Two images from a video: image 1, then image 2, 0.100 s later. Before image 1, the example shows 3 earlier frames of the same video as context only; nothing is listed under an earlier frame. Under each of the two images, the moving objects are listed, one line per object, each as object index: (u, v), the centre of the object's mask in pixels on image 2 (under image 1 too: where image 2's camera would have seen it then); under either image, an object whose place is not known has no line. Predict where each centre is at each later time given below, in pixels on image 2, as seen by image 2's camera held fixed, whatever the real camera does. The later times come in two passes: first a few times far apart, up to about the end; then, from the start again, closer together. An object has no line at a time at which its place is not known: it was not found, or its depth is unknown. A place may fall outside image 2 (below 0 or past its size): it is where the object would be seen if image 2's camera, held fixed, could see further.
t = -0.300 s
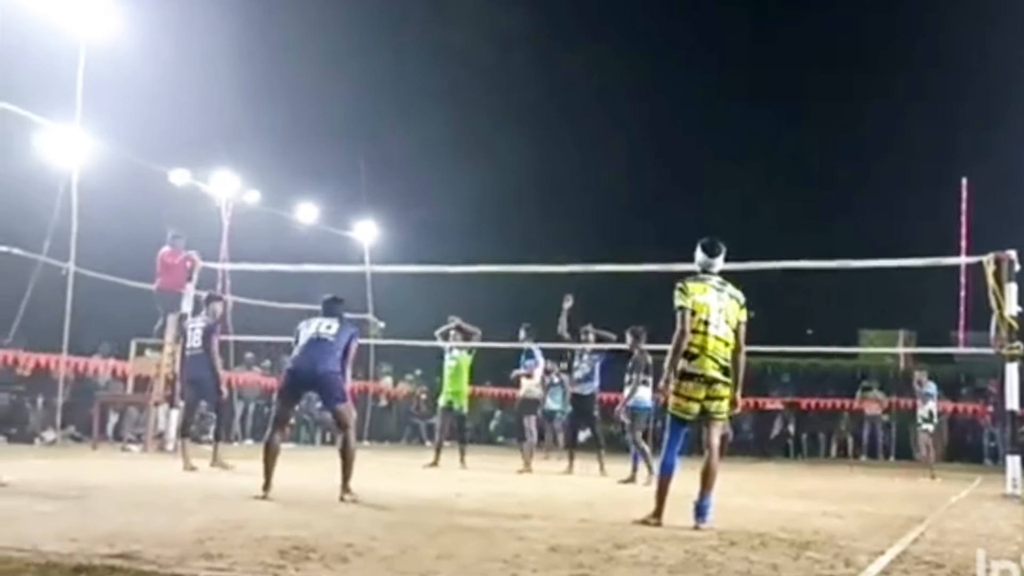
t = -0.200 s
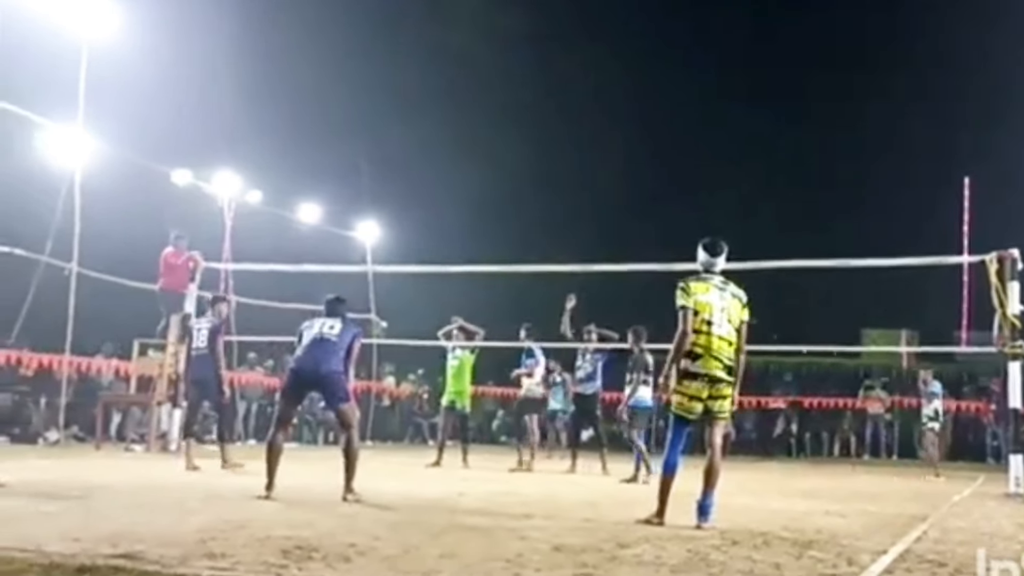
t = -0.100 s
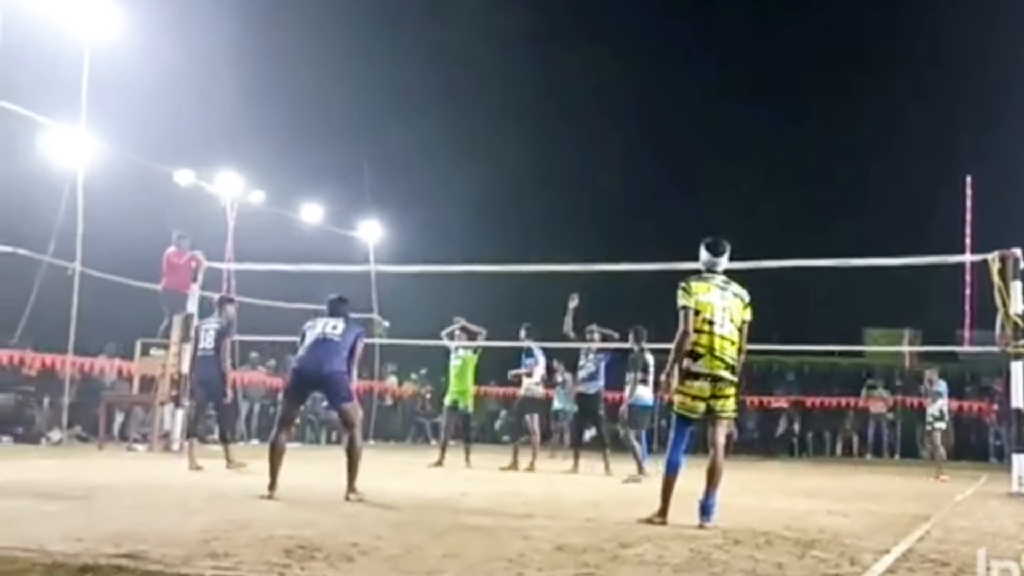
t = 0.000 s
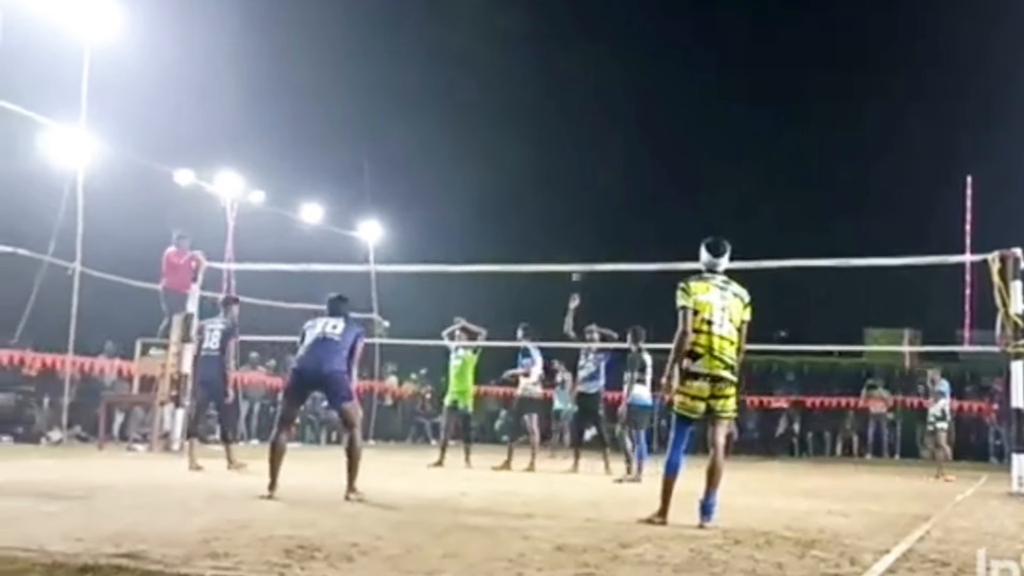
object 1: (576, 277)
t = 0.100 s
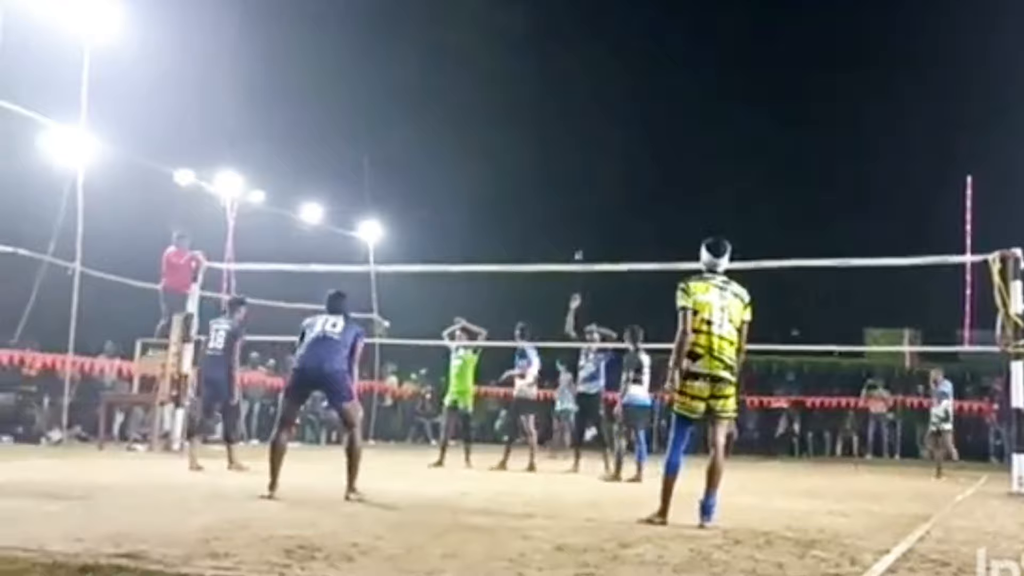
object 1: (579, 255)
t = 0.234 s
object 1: (580, 234)
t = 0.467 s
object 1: (583, 215)
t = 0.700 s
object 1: (586, 221)
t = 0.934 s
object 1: (586, 252)
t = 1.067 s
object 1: (588, 281)
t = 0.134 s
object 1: (579, 249)
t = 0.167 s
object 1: (580, 243)
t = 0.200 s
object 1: (580, 239)
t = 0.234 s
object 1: (580, 234)
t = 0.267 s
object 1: (581, 229)
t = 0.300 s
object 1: (582, 226)
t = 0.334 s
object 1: (582, 223)
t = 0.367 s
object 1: (583, 220)
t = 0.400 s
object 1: (583, 218)
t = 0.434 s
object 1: (584, 217)
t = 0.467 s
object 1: (583, 215)
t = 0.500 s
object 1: (584, 215)
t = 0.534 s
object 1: (584, 214)
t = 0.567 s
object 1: (585, 214)
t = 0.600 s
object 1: (585, 216)
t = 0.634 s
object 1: (585, 217)
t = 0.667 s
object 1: (585, 219)
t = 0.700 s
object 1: (586, 221)
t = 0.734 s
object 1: (586, 224)
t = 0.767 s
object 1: (586, 227)
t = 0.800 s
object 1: (586, 231)
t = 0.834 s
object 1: (586, 235)
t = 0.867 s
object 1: (586, 240)
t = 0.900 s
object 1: (586, 246)
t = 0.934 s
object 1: (586, 252)
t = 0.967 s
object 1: (587, 257)
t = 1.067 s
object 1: (588, 281)
